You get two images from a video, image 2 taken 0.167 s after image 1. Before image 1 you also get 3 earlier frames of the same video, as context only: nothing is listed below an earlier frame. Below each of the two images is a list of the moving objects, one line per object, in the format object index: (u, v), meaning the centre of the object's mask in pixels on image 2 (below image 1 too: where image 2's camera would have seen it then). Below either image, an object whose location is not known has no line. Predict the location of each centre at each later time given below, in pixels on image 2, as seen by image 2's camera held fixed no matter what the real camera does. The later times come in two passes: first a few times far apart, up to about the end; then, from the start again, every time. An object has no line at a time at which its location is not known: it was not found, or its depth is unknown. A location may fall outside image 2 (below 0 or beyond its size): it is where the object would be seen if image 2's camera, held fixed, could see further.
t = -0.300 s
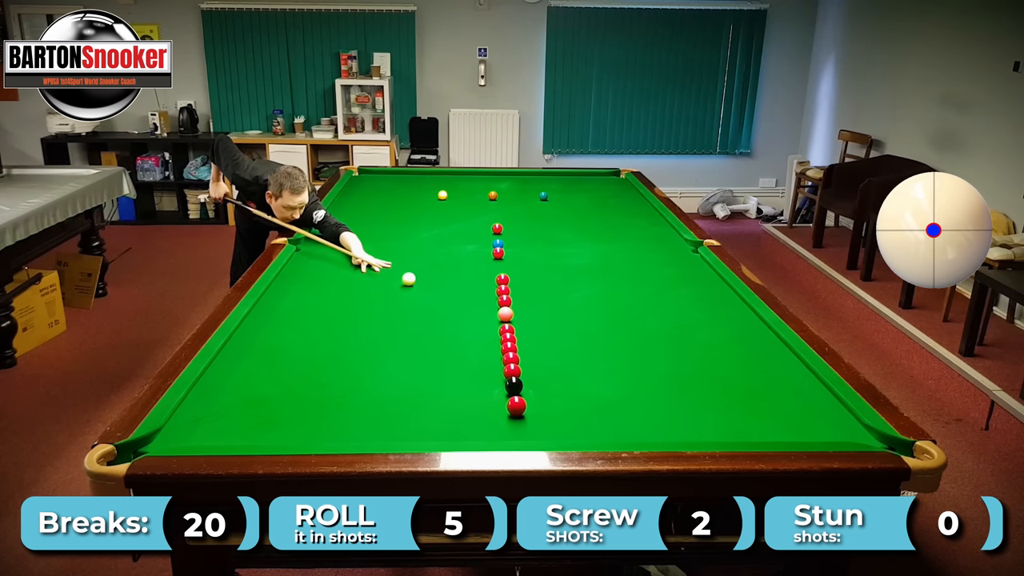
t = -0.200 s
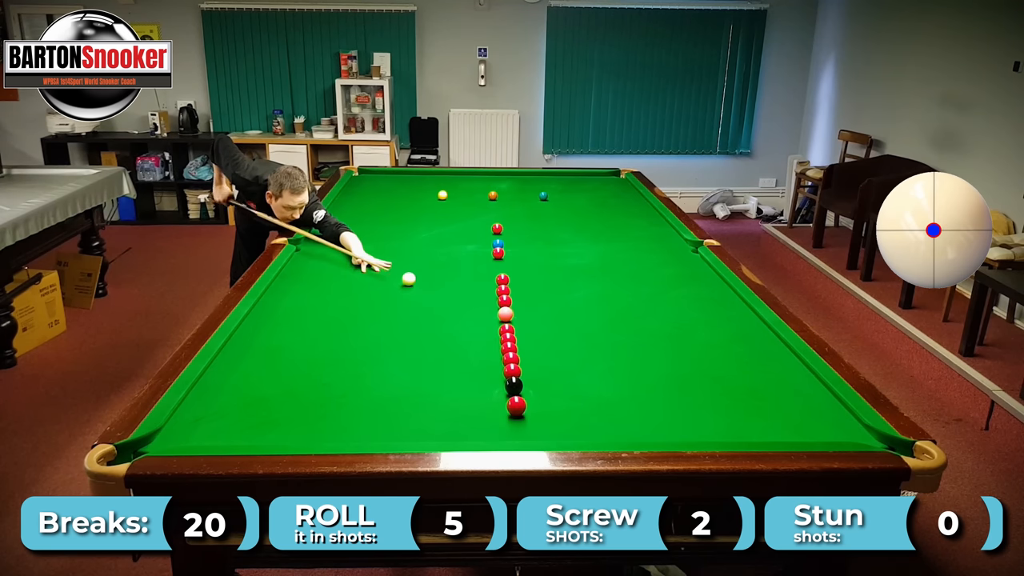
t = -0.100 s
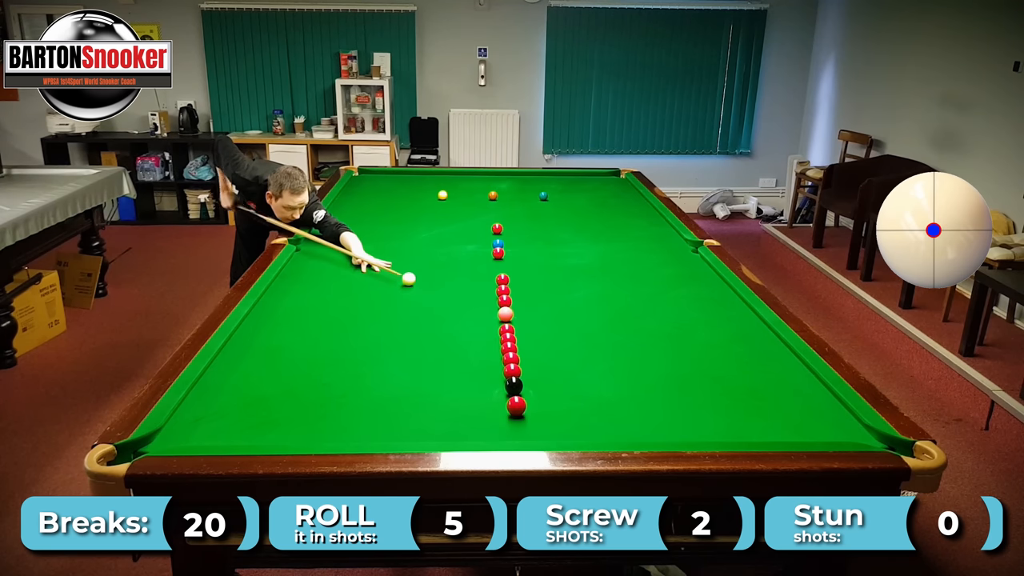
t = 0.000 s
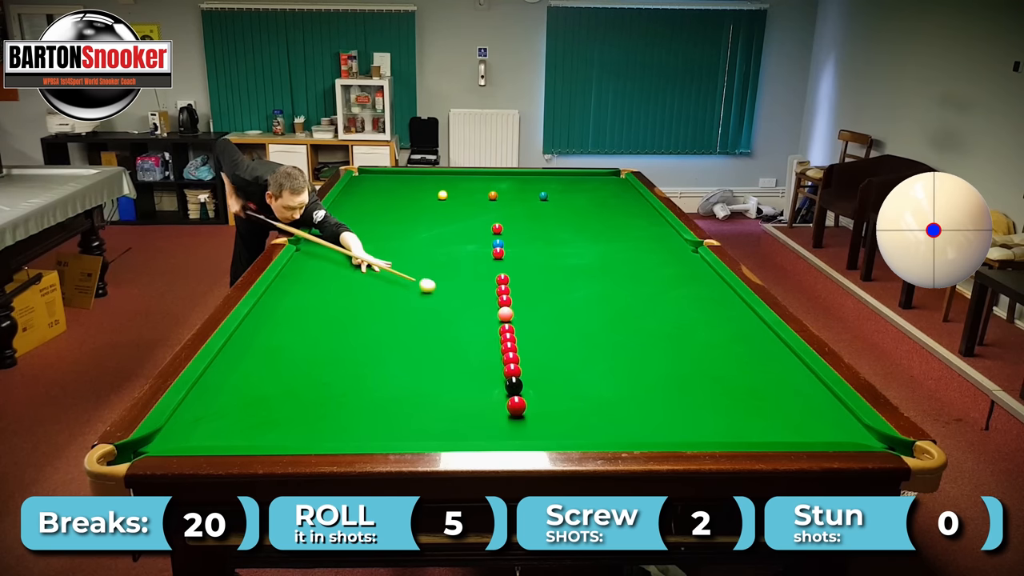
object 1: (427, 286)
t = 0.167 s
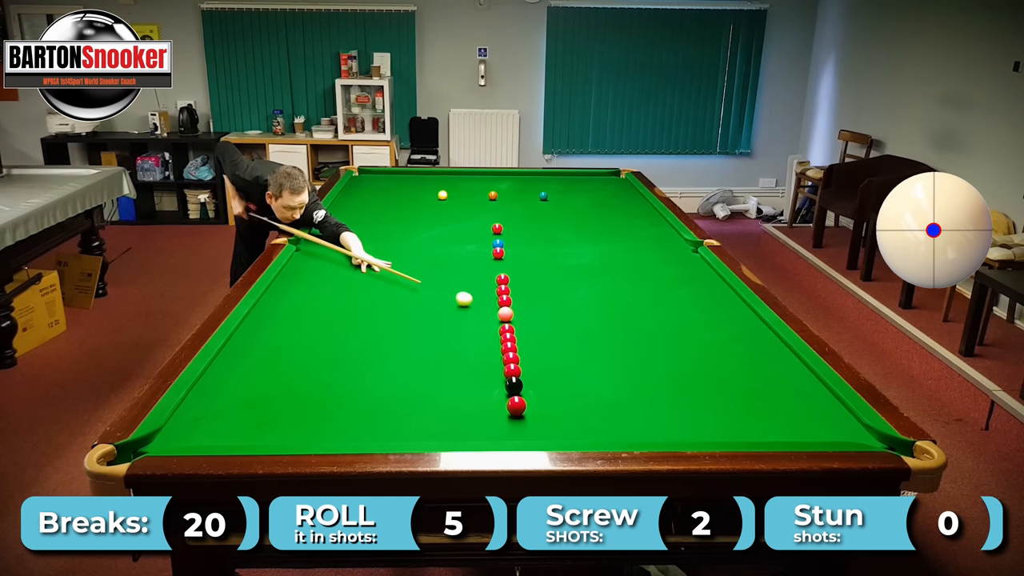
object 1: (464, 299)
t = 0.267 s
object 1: (486, 307)
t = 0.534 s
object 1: (504, 315)
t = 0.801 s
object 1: (520, 321)
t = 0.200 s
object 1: (471, 301)
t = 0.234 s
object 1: (479, 304)
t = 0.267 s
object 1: (486, 307)
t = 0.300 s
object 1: (493, 310)
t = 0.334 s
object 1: (494, 311)
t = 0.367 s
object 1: (495, 311)
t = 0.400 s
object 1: (496, 312)
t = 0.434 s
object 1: (498, 313)
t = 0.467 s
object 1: (500, 314)
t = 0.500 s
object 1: (502, 314)
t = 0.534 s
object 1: (504, 315)
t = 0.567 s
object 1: (506, 316)
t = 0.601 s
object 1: (508, 316)
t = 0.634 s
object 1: (510, 317)
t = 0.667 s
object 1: (512, 318)
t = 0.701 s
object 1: (514, 319)
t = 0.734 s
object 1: (516, 319)
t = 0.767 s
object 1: (518, 320)
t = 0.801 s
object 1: (520, 321)
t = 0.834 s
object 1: (521, 322)
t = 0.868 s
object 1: (523, 323)
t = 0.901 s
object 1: (525, 323)
